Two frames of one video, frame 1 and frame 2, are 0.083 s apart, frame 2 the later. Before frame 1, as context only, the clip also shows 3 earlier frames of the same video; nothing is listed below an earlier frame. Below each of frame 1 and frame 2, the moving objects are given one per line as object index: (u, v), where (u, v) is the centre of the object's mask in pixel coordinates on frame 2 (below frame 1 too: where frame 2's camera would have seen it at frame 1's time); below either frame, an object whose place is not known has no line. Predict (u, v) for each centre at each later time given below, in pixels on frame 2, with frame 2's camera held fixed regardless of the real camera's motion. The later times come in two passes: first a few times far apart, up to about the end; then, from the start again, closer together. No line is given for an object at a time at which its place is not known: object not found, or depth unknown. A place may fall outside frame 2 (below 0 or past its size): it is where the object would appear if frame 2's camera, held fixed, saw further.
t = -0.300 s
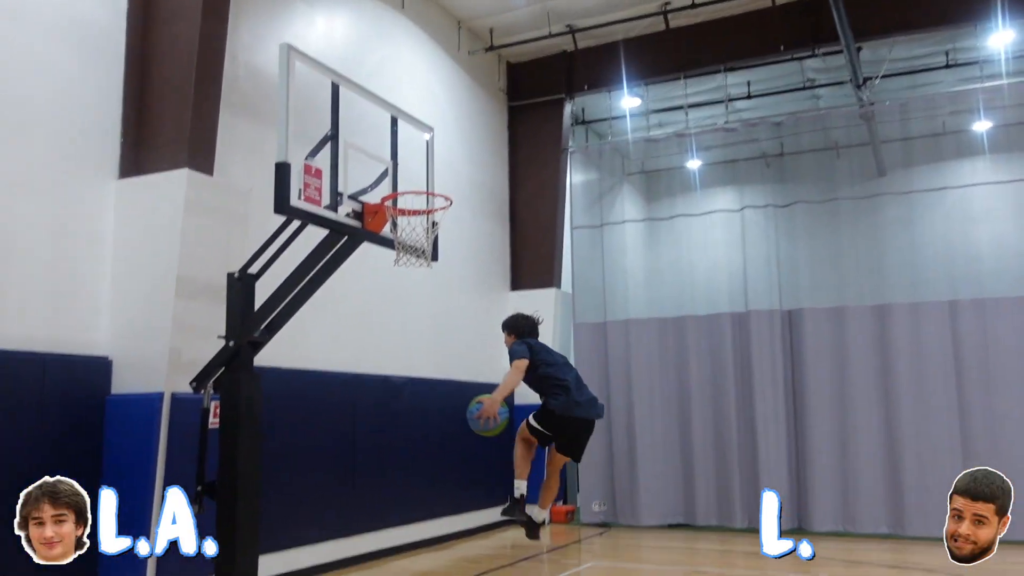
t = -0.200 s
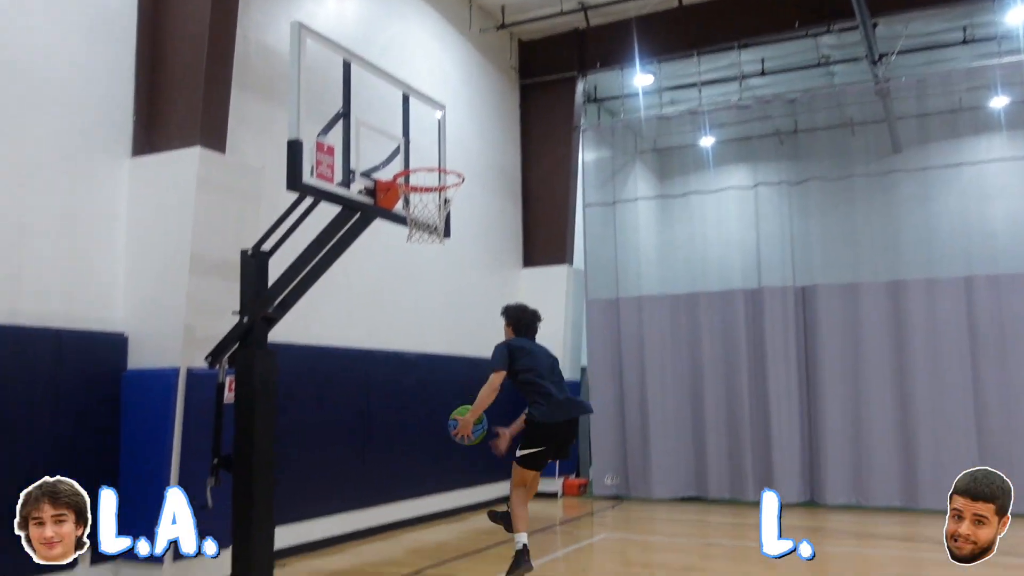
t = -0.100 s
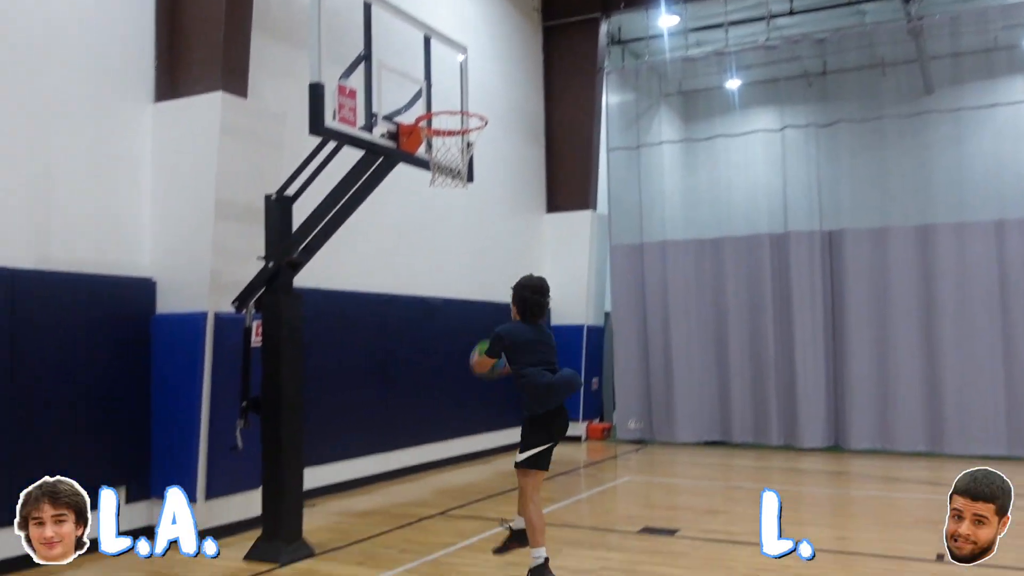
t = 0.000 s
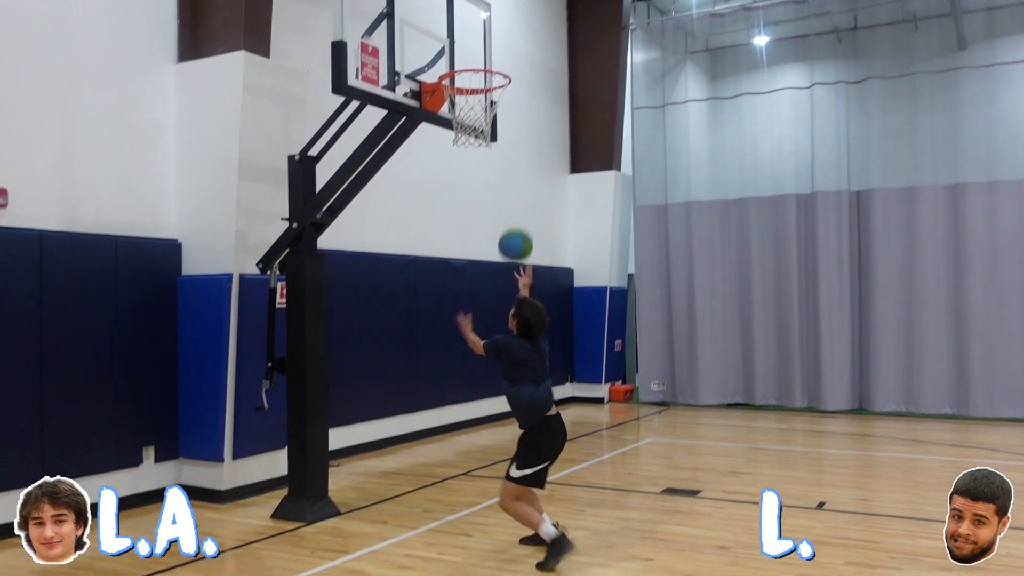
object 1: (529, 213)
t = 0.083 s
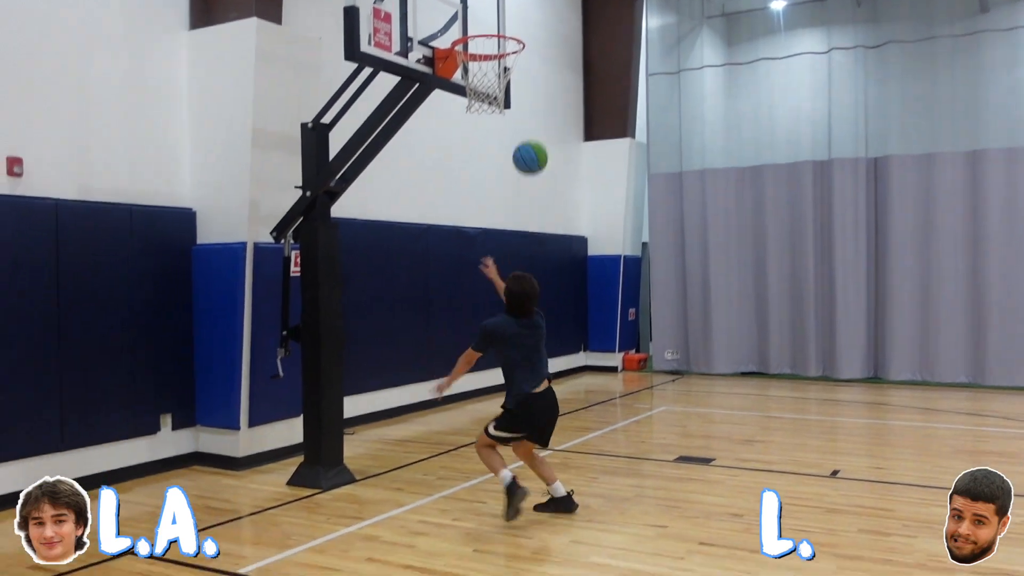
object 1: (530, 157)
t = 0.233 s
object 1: (530, 77)
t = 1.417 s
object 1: (602, 296)
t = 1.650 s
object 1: (612, 254)
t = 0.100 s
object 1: (530, 147)
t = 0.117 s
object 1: (529, 137)
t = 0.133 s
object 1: (529, 127)
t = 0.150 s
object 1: (529, 118)
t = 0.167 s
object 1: (529, 109)
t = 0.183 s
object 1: (529, 100)
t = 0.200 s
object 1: (530, 93)
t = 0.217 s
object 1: (530, 85)
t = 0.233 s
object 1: (530, 77)
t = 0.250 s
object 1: (530, 70)
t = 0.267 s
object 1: (530, 63)
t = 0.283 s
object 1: (530, 56)
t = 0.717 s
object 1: (560, 188)
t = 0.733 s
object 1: (561, 202)
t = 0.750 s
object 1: (563, 214)
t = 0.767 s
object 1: (564, 230)
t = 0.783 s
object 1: (565, 245)
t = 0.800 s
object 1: (567, 260)
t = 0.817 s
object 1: (568, 275)
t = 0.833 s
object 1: (569, 293)
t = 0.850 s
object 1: (571, 310)
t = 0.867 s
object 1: (572, 327)
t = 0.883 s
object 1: (574, 343)
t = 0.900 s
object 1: (575, 363)
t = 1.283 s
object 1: (597, 365)
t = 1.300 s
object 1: (597, 355)
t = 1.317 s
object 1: (598, 345)
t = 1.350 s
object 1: (599, 327)
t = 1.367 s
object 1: (600, 318)
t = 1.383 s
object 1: (600, 310)
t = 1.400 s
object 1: (601, 302)
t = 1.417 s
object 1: (602, 296)
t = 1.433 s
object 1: (602, 289)
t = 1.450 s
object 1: (603, 283)
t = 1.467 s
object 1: (604, 278)
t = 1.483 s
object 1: (605, 273)
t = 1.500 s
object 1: (605, 268)
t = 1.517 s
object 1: (606, 264)
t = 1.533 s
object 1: (607, 261)
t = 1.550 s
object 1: (607, 258)
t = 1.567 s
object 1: (608, 256)
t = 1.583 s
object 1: (609, 255)
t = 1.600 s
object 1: (610, 253)
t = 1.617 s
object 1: (611, 253)
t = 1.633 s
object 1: (612, 253)
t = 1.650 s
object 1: (612, 254)
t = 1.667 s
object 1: (614, 255)
